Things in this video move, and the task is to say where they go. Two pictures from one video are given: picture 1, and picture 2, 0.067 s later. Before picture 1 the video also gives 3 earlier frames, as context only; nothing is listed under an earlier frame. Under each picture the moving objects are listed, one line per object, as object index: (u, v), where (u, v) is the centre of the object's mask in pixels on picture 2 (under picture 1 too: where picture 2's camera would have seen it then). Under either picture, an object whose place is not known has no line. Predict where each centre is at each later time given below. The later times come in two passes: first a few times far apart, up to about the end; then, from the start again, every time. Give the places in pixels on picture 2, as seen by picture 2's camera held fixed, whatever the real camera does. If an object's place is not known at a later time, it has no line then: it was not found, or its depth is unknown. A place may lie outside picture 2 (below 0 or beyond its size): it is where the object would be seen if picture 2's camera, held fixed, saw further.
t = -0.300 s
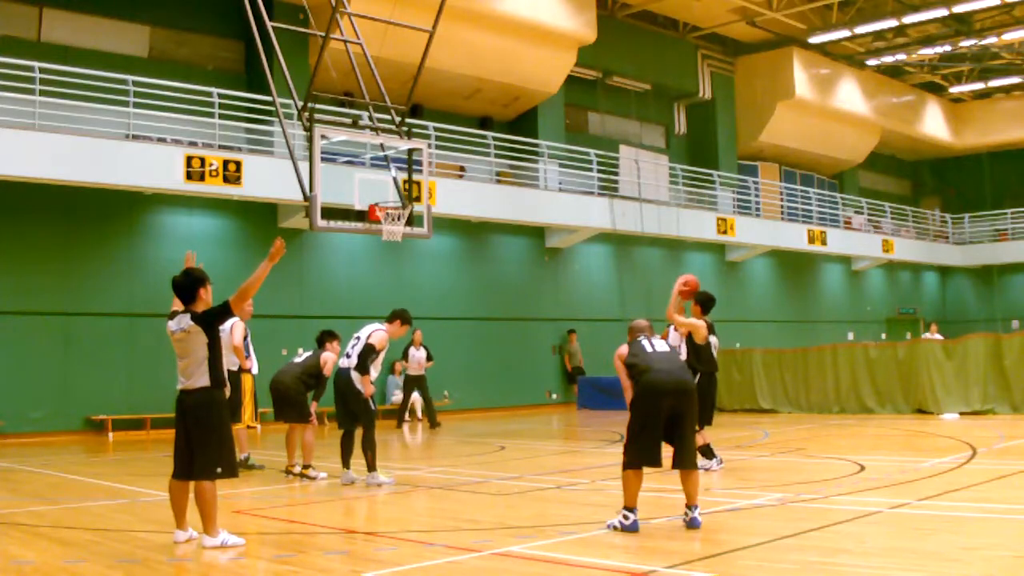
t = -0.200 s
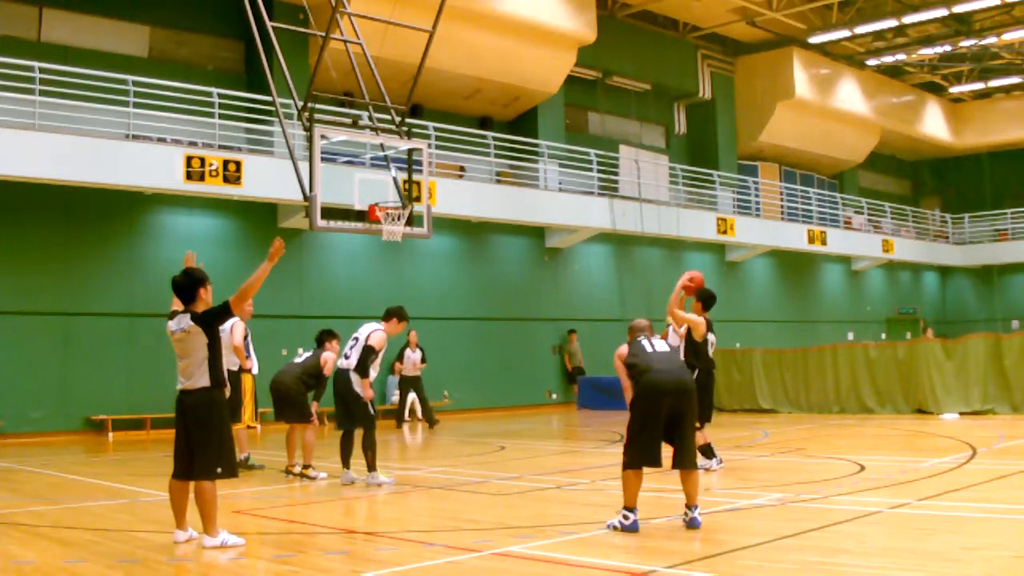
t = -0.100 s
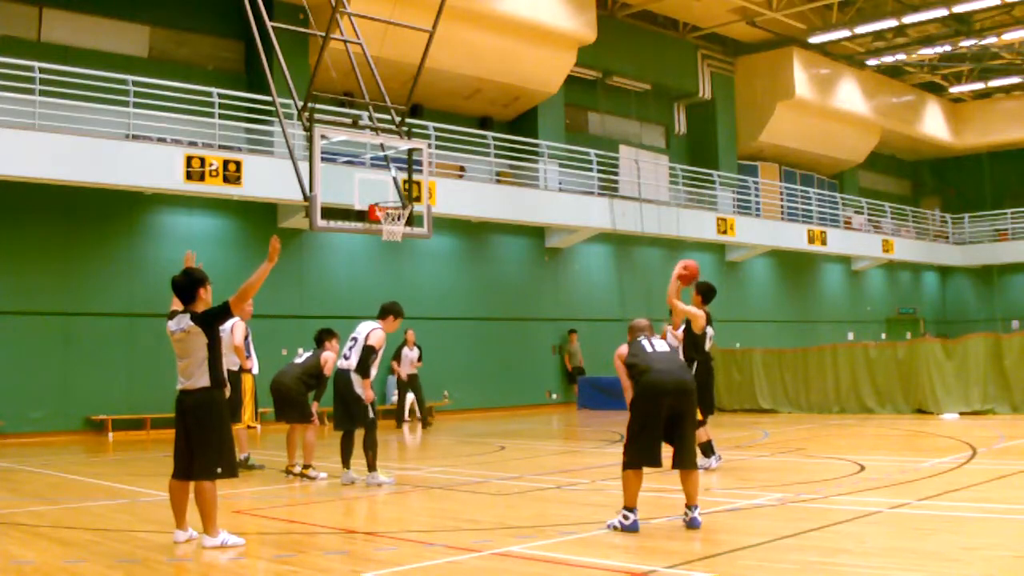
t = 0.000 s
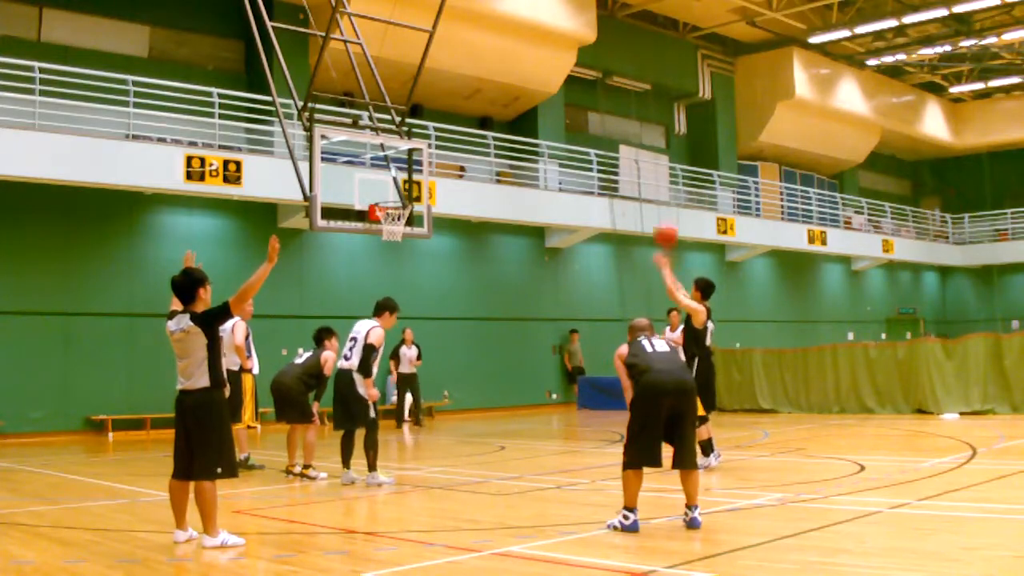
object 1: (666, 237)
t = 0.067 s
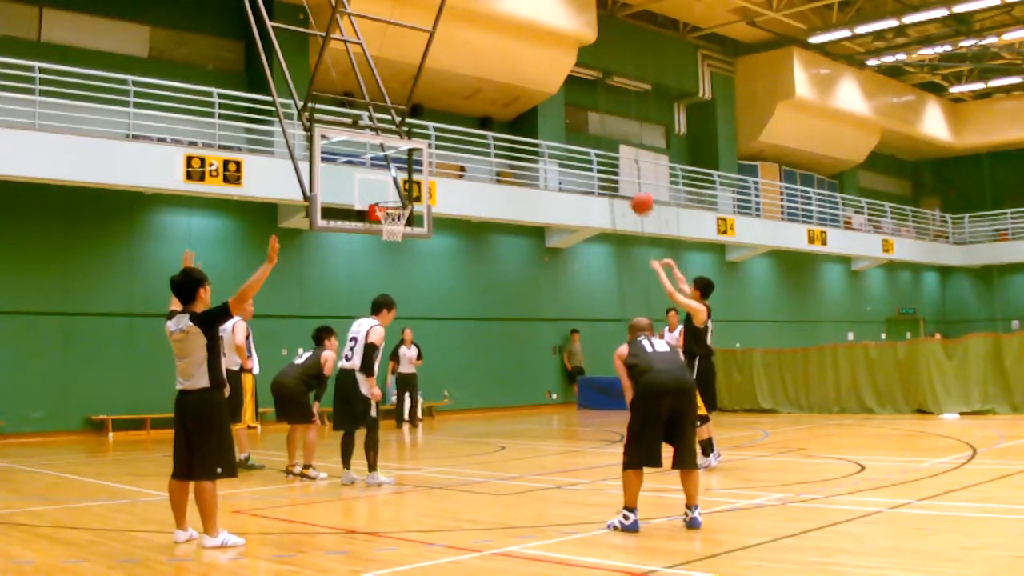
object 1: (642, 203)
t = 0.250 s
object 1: (582, 142)
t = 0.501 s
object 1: (513, 115)
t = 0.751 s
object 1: (451, 139)
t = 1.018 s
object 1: (405, 185)
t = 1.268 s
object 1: (407, 175)
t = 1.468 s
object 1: (410, 203)
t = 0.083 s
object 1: (636, 197)
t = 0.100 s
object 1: (630, 189)
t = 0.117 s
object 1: (624, 183)
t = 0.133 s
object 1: (619, 177)
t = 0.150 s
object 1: (613, 171)
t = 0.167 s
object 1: (609, 166)
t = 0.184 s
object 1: (603, 160)
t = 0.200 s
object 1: (598, 155)
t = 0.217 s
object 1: (592, 150)
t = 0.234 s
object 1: (588, 146)
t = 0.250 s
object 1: (582, 142)
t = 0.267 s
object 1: (577, 139)
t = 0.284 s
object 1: (573, 135)
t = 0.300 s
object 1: (567, 131)
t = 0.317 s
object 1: (563, 129)
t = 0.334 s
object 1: (558, 127)
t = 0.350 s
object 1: (553, 124)
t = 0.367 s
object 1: (548, 121)
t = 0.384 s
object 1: (543, 120)
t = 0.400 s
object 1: (539, 119)
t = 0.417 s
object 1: (534, 117)
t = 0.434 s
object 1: (530, 116)
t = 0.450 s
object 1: (526, 116)
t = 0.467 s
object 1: (521, 115)
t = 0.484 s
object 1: (517, 115)
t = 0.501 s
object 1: (513, 115)
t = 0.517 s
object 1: (508, 115)
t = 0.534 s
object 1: (503, 115)
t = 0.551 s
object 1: (499, 115)
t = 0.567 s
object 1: (495, 116)
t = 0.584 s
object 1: (490, 117)
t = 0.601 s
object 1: (486, 118)
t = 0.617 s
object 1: (482, 119)
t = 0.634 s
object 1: (478, 120)
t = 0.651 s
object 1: (473, 123)
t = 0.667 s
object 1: (470, 125)
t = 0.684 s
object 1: (466, 127)
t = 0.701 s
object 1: (462, 130)
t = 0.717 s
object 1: (458, 132)
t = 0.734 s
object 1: (455, 136)
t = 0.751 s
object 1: (451, 139)
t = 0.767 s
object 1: (447, 141)
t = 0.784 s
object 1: (444, 145)
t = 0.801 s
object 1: (440, 148)
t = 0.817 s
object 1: (436, 152)
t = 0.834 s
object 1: (431, 157)
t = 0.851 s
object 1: (429, 160)
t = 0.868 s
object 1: (424, 166)
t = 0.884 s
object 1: (421, 170)
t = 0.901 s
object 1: (418, 175)
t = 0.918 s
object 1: (415, 181)
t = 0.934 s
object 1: (411, 186)
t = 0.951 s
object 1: (408, 190)
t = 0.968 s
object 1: (406, 193)
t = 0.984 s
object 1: (406, 191)
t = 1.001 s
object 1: (404, 188)
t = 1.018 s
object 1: (405, 185)
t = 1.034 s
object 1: (405, 183)
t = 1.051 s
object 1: (405, 180)
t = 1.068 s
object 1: (406, 179)
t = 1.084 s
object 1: (406, 178)
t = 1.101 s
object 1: (406, 177)
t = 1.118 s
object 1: (406, 176)
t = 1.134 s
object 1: (406, 175)
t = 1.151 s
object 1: (406, 175)
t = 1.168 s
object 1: (407, 175)
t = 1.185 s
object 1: (407, 175)
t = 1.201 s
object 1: (407, 175)
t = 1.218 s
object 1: (407, 175)
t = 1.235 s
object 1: (407, 175)
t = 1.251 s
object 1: (407, 175)
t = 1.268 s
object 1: (407, 175)
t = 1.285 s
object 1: (408, 176)
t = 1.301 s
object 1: (407, 177)
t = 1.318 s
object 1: (408, 180)
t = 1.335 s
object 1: (408, 182)
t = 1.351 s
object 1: (408, 184)
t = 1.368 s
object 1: (409, 187)
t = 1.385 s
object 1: (409, 188)
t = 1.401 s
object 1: (410, 191)
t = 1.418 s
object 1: (410, 194)
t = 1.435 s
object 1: (410, 197)
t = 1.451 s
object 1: (410, 200)
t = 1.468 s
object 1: (410, 203)
